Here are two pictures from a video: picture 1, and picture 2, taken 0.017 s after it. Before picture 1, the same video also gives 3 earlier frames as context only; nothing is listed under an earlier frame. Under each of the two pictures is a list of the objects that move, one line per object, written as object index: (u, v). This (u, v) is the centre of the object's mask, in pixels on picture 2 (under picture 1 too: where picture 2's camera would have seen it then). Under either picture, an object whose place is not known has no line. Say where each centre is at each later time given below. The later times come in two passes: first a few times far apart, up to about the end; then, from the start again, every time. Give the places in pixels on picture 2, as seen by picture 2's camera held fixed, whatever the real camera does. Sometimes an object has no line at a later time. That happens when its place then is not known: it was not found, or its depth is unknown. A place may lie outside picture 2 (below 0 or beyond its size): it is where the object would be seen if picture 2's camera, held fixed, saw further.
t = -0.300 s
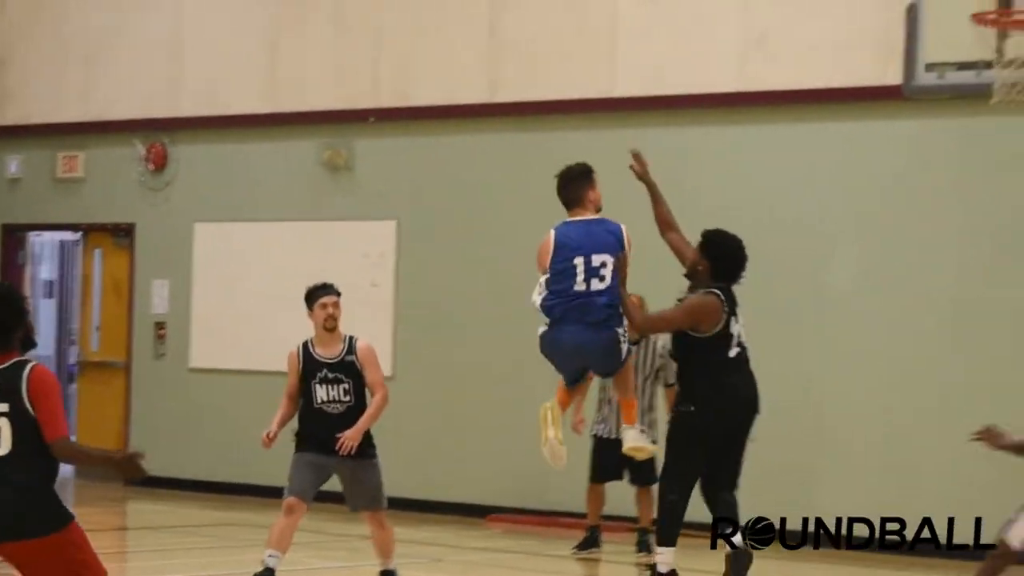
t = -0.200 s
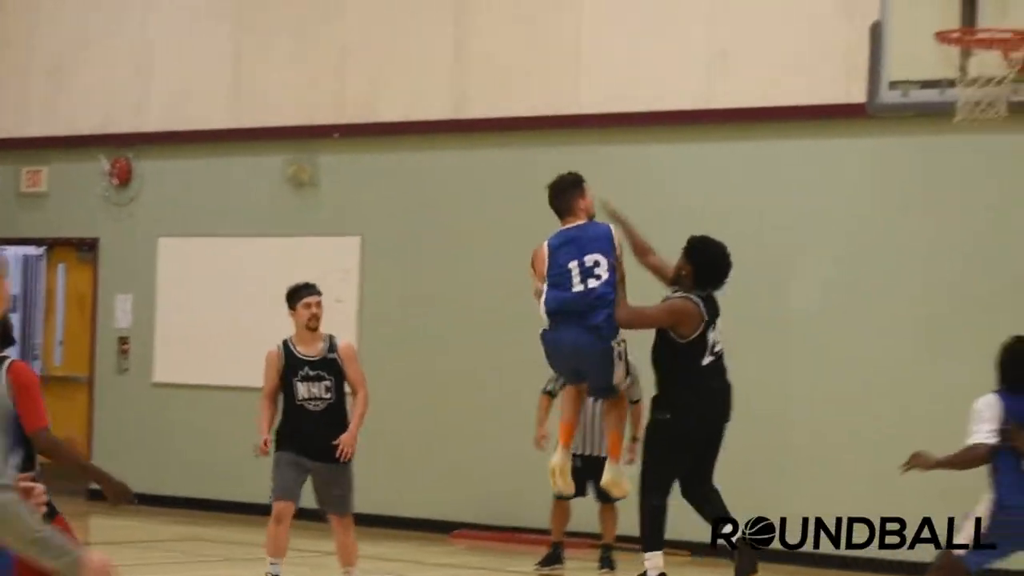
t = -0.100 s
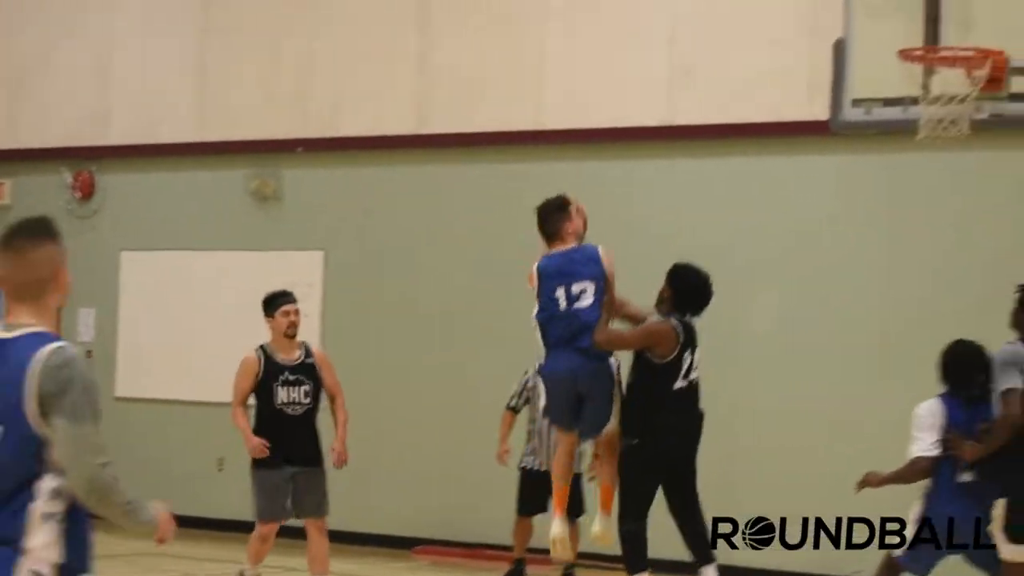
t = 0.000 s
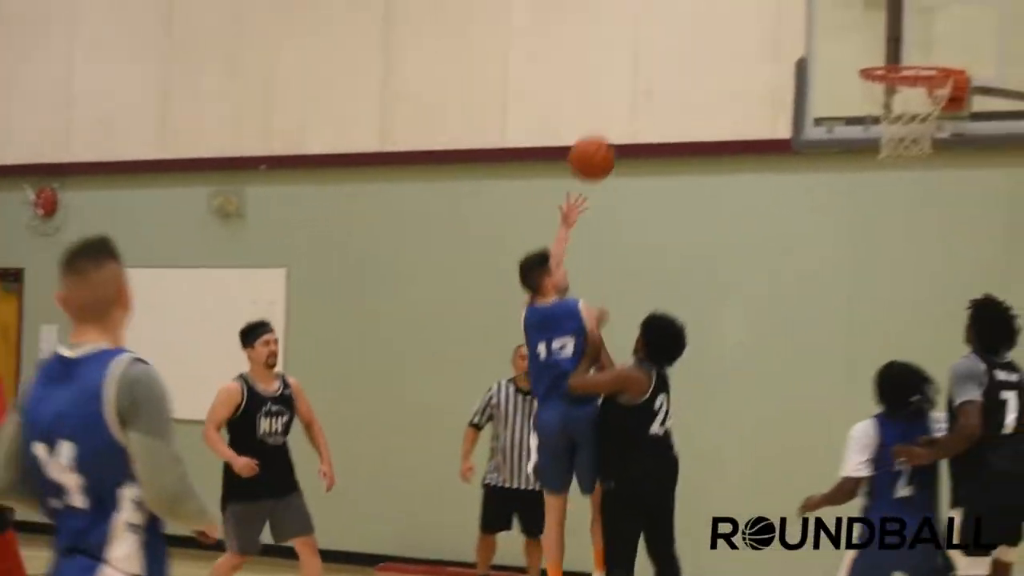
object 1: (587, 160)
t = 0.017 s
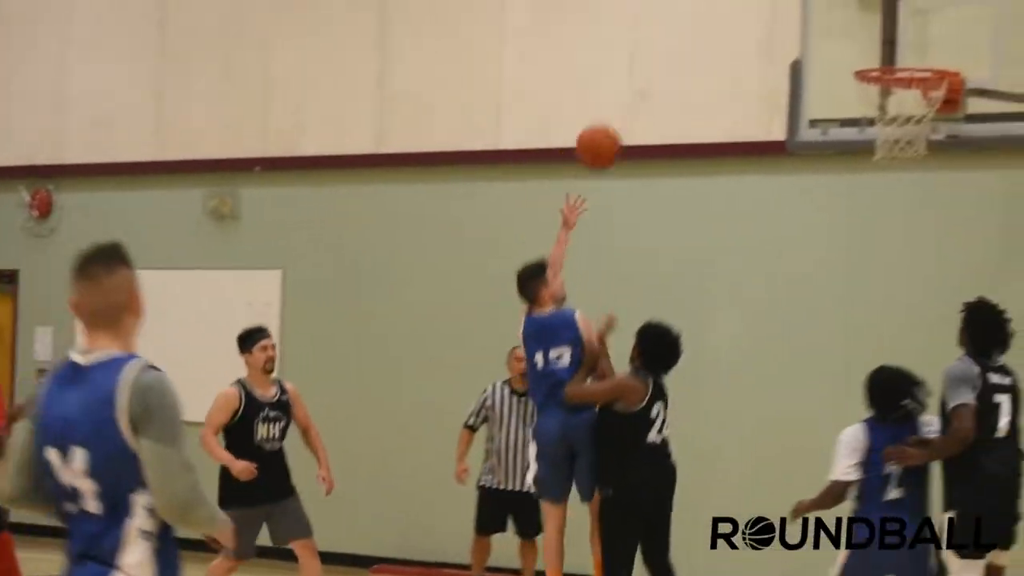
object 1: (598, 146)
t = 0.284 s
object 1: (777, 8)
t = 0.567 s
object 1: (833, -5)
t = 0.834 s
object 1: (844, 129)
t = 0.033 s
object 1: (610, 135)
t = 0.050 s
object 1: (621, 122)
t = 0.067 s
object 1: (632, 110)
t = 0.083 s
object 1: (643, 100)
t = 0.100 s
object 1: (654, 89)
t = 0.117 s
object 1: (665, 79)
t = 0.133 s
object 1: (676, 70)
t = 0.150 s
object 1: (687, 61)
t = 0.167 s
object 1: (699, 52)
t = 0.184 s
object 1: (710, 45)
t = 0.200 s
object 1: (721, 38)
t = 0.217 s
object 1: (732, 30)
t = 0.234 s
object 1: (743, 24)
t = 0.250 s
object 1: (755, 18)
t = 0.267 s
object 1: (766, 13)
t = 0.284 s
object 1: (777, 8)
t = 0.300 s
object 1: (788, 4)
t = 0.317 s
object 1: (799, 0)
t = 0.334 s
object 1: (810, -3)
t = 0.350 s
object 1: (819, -5)
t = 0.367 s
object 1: (821, -9)
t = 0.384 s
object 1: (822, -11)
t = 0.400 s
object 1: (823, -14)
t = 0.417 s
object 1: (825, -16)
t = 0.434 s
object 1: (826, -17)
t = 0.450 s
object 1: (827, -17)
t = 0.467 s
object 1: (827, -17)
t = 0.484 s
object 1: (829, -17)
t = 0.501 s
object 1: (829, -16)
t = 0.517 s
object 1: (830, -14)
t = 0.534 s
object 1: (831, -12)
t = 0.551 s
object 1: (832, -9)
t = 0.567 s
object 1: (833, -5)
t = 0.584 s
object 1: (834, -1)
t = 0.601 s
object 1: (834, 4)
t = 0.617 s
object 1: (835, 9)
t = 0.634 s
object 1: (836, 15)
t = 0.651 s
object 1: (837, 21)
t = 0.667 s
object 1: (838, 28)
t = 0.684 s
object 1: (838, 35)
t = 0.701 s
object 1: (839, 43)
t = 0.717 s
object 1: (839, 51)
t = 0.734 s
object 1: (840, 61)
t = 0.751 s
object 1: (841, 70)
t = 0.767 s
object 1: (841, 81)
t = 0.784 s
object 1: (842, 92)
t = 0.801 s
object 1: (843, 103)
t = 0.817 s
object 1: (844, 115)
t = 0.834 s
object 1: (844, 129)
